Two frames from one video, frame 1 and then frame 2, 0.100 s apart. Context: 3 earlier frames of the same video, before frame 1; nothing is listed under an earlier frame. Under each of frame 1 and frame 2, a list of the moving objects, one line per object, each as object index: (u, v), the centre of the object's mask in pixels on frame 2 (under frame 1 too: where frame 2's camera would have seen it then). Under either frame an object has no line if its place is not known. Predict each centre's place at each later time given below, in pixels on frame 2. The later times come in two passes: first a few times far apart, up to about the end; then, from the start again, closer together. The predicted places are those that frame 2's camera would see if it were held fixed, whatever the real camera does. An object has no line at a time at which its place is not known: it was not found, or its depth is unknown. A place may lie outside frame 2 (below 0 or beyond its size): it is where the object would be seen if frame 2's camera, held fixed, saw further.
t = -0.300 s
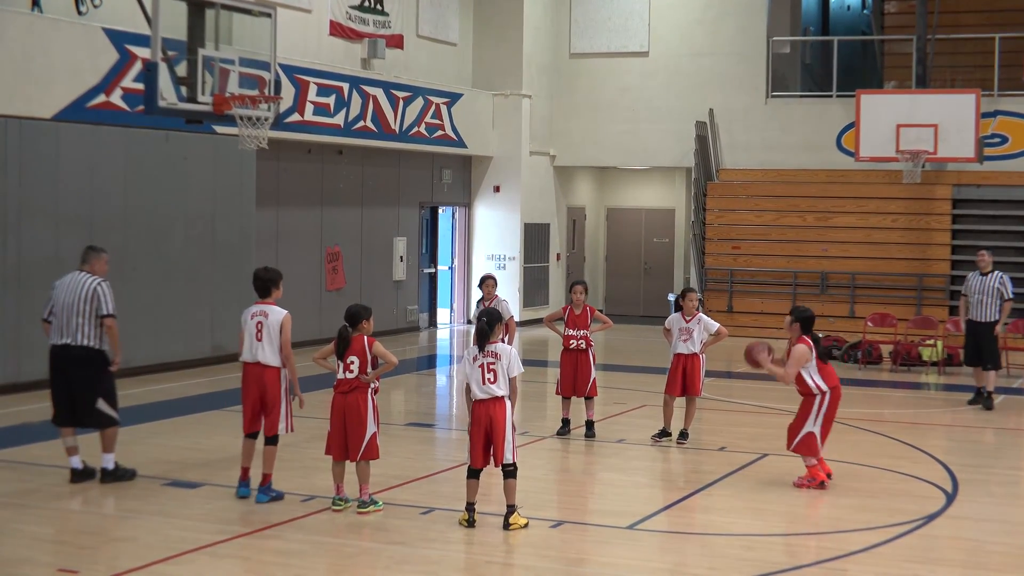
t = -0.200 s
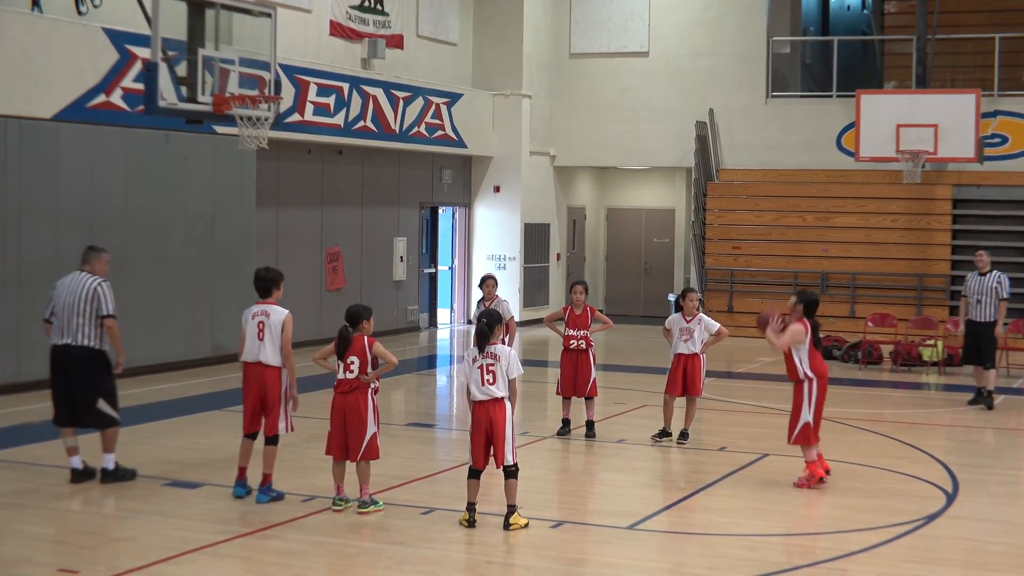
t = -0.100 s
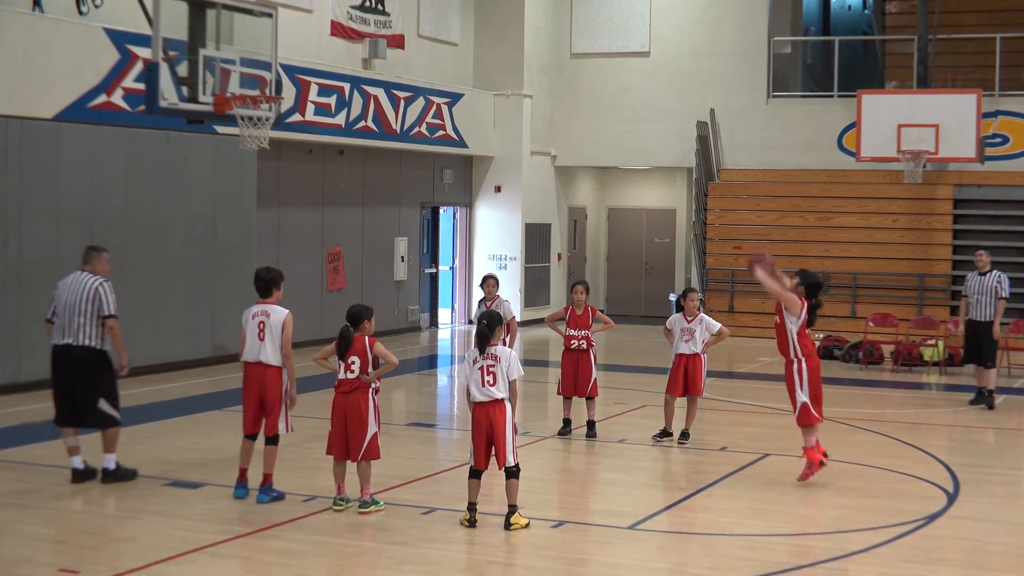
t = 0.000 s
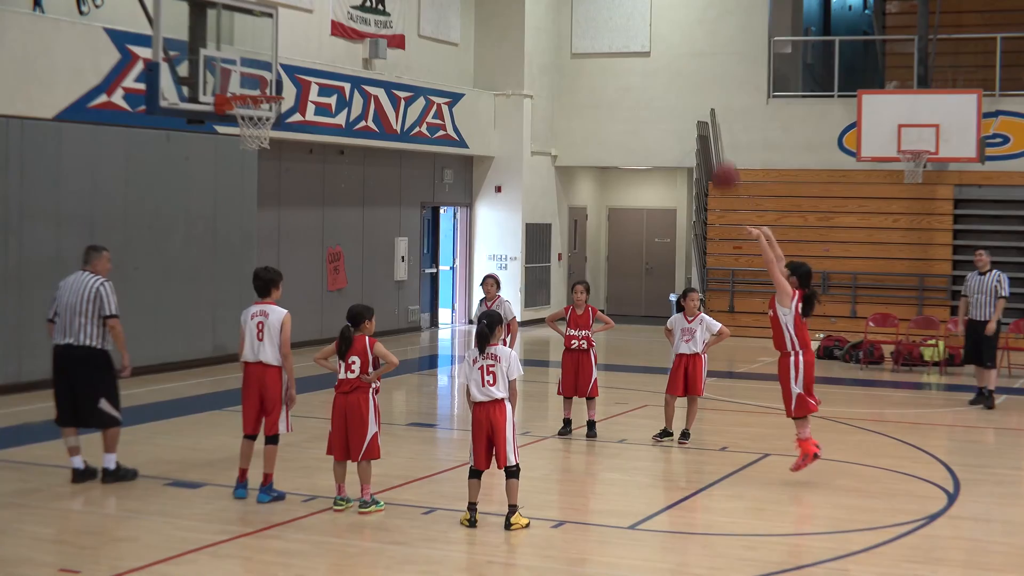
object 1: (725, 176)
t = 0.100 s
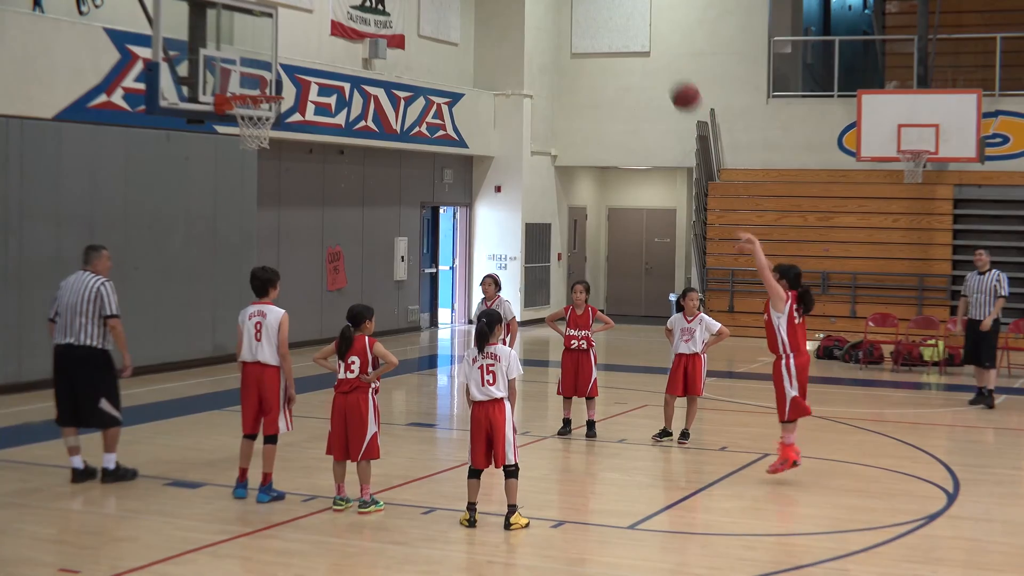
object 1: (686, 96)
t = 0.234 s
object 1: (635, 11)
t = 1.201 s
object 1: (296, 22)
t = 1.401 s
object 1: (253, 50)
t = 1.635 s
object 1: (232, 7)
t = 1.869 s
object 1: (211, 17)
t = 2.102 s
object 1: (202, 70)
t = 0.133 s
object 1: (673, 72)
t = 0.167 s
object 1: (661, 51)
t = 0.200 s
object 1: (648, 30)
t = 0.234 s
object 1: (635, 11)
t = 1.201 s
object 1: (296, 22)
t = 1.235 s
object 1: (285, 41)
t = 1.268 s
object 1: (273, 62)
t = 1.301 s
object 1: (262, 84)
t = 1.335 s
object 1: (260, 76)
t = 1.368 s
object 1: (256, 60)
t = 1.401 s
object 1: (253, 50)
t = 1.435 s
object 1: (250, 40)
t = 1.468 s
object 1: (247, 31)
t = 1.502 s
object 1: (244, 23)
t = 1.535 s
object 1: (241, 16)
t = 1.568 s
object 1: (238, 11)
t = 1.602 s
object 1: (235, 9)
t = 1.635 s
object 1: (232, 7)
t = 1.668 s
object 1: (229, 7)
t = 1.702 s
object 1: (226, 6)
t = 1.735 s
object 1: (223, 7)
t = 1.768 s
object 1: (219, 8)
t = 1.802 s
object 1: (216, 9)
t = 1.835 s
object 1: (213, 12)
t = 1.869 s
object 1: (211, 17)
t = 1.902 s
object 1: (206, 25)
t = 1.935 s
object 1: (203, 33)
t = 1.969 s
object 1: (200, 42)
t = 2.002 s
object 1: (200, 49)
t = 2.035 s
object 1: (201, 54)
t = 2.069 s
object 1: (202, 62)
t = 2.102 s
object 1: (202, 70)
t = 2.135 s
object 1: (203, 80)
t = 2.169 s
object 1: (205, 91)
